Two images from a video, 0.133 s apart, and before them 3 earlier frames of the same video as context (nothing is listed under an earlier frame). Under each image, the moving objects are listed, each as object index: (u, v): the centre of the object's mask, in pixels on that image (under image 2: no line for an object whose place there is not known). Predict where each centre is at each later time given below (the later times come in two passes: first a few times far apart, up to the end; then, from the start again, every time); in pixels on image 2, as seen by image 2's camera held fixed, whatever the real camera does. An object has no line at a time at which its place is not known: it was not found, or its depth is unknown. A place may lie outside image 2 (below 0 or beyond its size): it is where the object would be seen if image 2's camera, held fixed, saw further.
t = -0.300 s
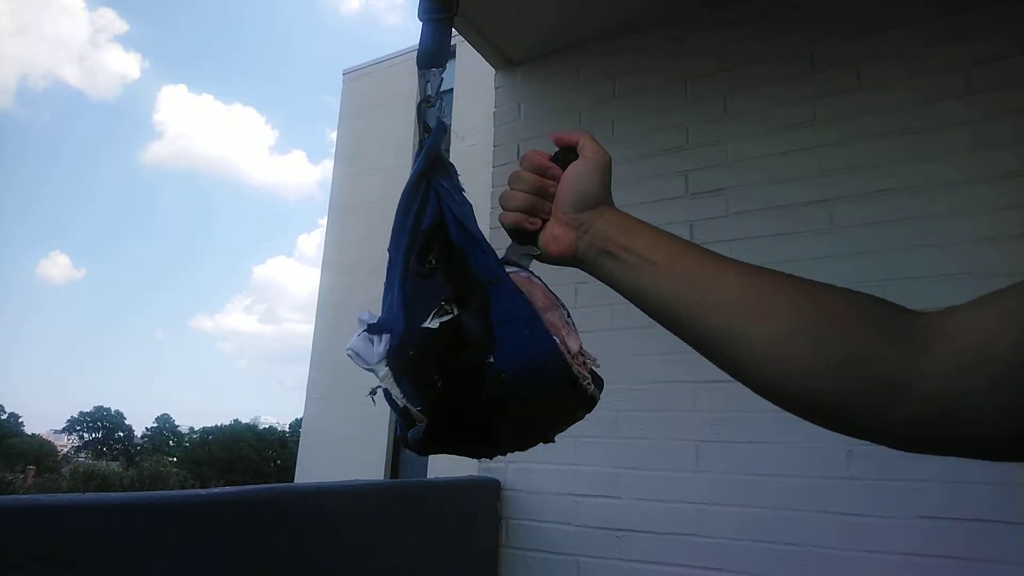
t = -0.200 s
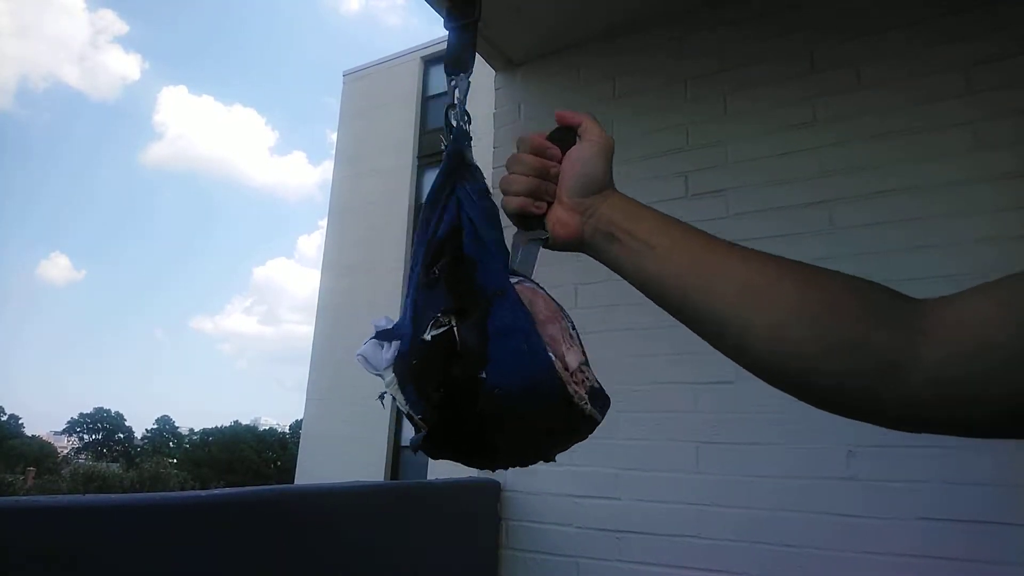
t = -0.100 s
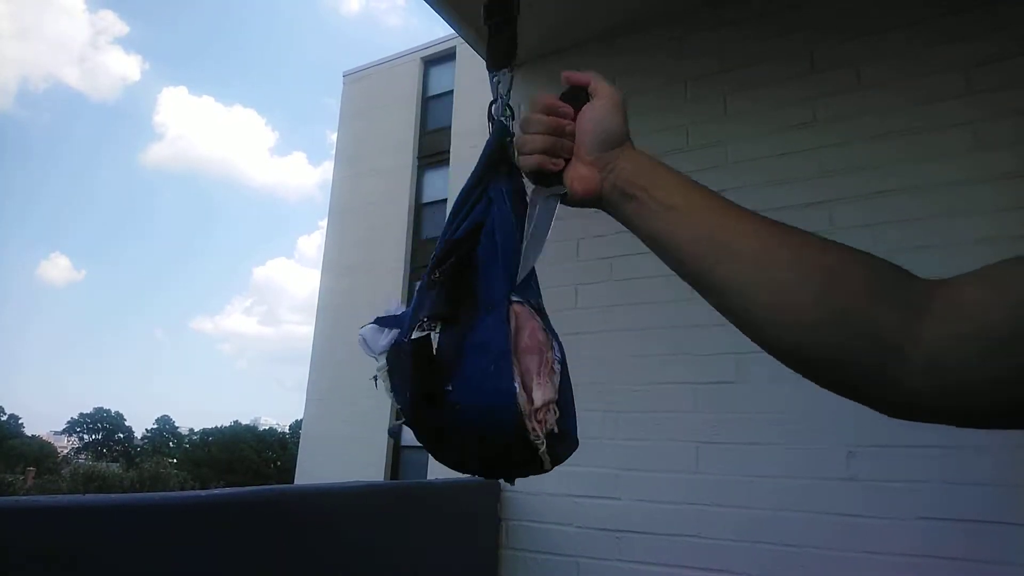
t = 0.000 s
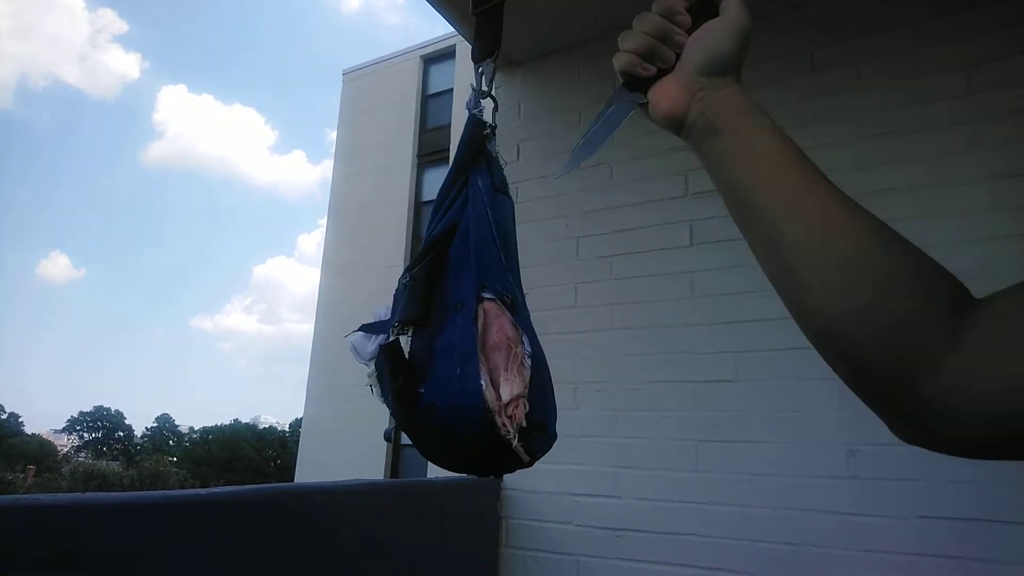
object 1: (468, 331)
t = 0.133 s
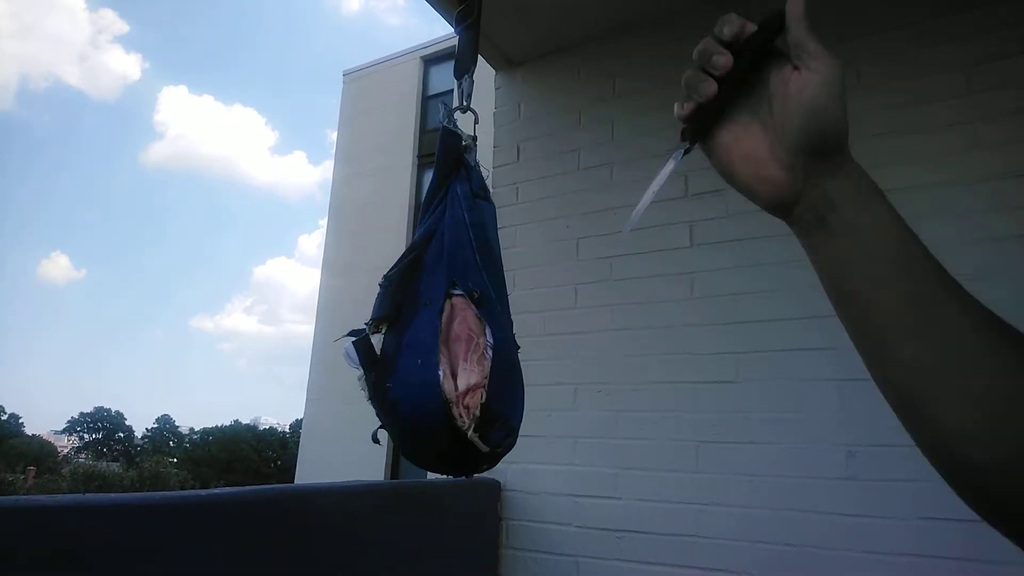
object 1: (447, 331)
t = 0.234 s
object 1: (434, 325)
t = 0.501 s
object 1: (413, 325)
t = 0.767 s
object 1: (419, 324)
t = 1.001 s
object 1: (446, 327)
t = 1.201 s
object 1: (476, 335)
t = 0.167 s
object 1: (443, 329)
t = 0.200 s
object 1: (439, 327)
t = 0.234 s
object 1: (434, 325)
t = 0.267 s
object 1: (429, 325)
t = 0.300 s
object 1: (424, 327)
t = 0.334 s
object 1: (421, 327)
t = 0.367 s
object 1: (419, 327)
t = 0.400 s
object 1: (417, 328)
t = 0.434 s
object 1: (416, 328)
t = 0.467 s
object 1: (415, 327)
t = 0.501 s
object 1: (413, 325)
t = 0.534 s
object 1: (412, 325)
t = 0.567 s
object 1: (412, 326)
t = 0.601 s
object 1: (412, 328)
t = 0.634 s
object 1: (413, 329)
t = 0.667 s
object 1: (415, 328)
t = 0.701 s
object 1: (416, 327)
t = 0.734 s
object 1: (417, 325)
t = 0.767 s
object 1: (419, 324)
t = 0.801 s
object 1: (422, 325)
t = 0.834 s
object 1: (426, 327)
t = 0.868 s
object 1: (430, 328)
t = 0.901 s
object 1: (435, 329)
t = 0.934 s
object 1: (439, 329)
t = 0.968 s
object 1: (442, 328)
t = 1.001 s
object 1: (446, 327)
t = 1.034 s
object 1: (450, 326)
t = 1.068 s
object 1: (455, 327)
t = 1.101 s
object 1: (460, 329)
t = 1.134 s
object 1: (466, 331)
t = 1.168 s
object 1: (471, 334)
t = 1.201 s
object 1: (476, 335)
